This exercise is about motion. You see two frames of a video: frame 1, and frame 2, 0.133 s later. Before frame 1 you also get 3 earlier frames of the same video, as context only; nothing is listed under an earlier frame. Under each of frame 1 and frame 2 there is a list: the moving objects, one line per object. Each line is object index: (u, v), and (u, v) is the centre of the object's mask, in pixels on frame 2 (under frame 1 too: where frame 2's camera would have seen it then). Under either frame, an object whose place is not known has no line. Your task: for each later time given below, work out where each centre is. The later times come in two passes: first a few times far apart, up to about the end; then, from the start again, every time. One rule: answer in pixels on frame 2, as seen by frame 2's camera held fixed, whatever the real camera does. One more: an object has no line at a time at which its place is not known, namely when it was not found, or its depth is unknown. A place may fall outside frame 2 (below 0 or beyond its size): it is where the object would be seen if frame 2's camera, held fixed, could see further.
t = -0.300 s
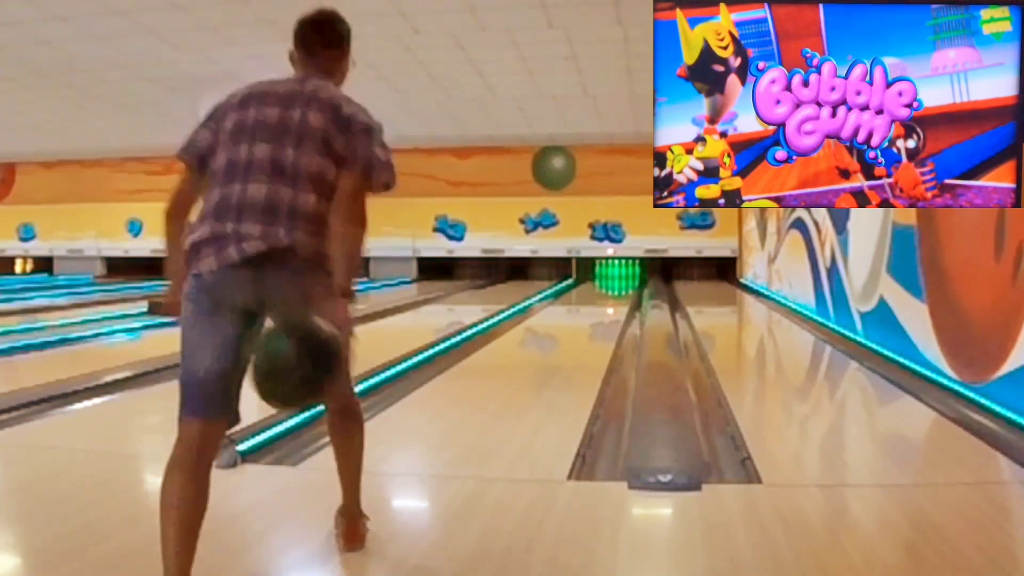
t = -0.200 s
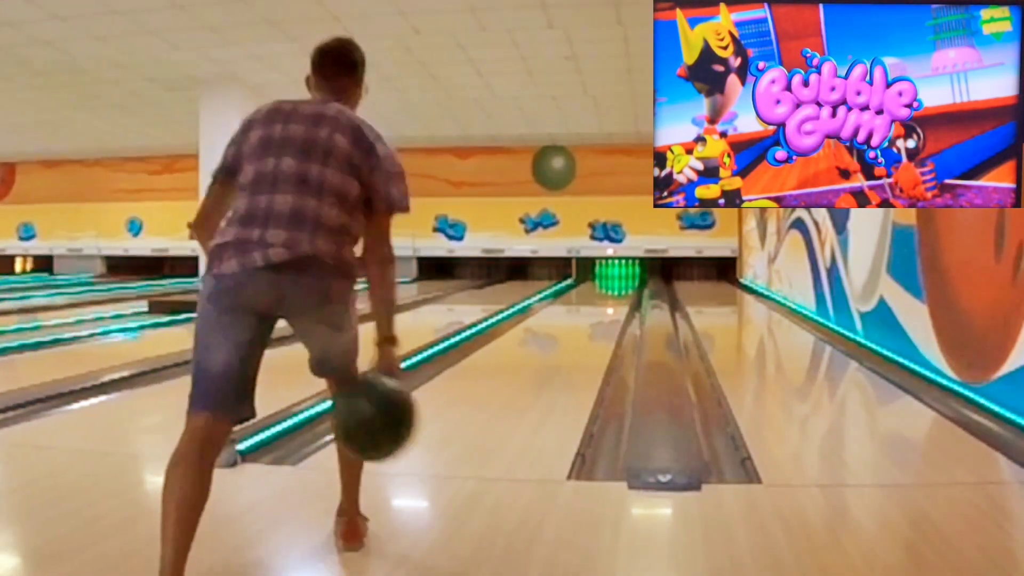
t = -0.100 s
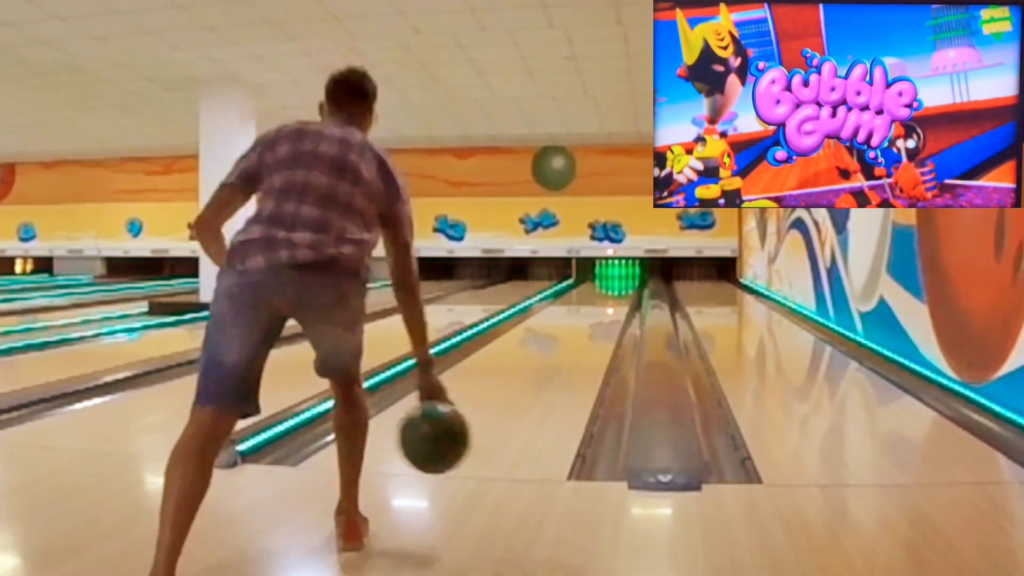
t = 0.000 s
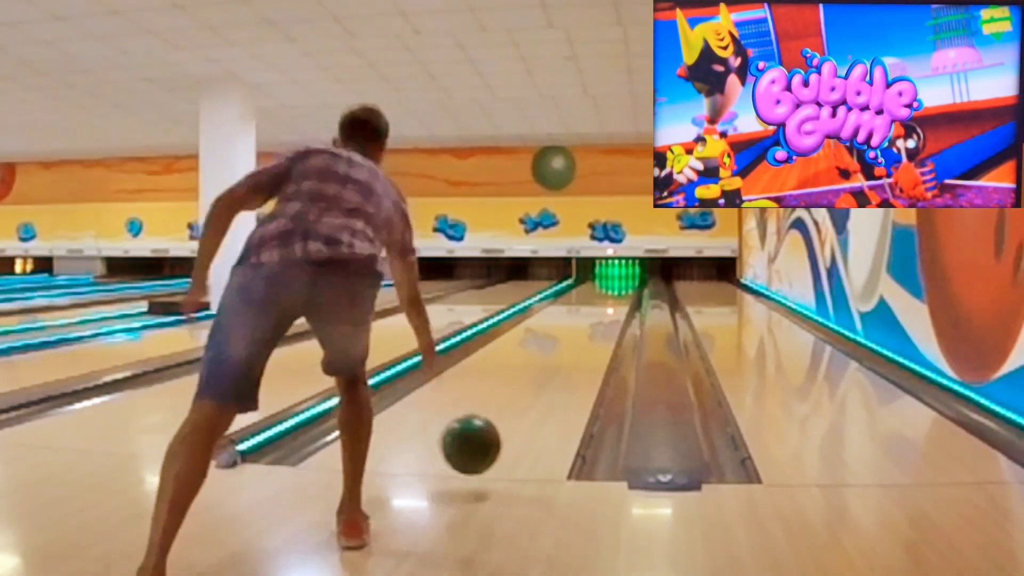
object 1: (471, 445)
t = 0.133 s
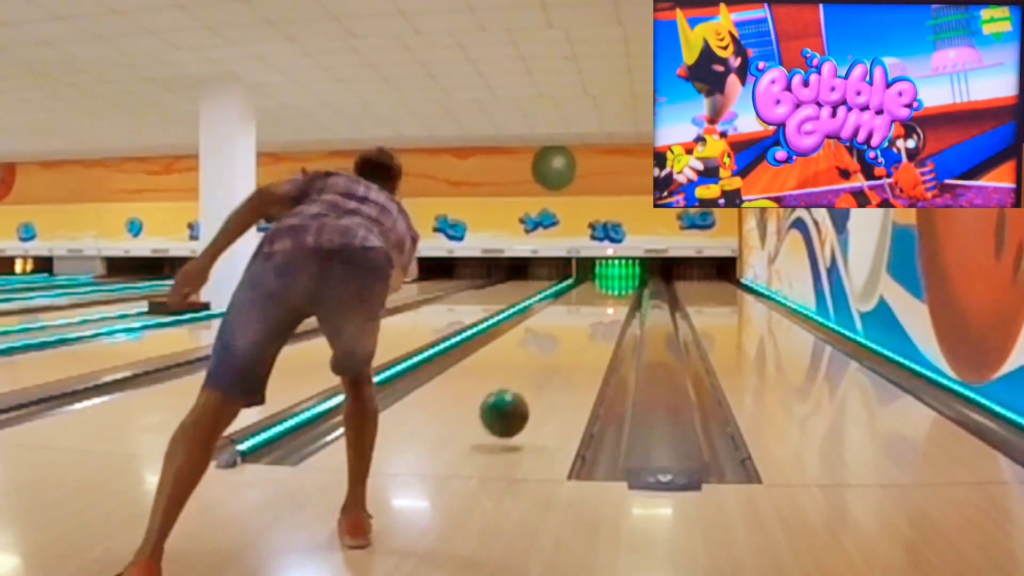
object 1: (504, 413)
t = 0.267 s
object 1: (527, 395)
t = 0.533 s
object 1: (556, 359)
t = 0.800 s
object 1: (575, 338)
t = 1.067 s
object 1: (587, 322)
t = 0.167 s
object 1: (510, 408)
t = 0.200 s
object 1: (516, 405)
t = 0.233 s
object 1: (522, 402)
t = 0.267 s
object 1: (527, 395)
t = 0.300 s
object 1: (532, 390)
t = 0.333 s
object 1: (536, 385)
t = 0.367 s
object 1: (540, 380)
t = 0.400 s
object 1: (544, 375)
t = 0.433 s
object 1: (548, 371)
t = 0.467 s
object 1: (550, 367)
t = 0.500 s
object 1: (554, 363)
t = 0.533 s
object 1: (556, 359)
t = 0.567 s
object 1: (560, 356)
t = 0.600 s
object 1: (562, 353)
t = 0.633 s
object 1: (565, 350)
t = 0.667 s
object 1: (567, 347)
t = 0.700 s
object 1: (569, 344)
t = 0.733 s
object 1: (571, 343)
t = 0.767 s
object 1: (572, 339)
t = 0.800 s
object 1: (575, 338)
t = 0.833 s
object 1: (577, 335)
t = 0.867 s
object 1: (579, 333)
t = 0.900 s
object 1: (580, 331)
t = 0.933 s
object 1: (582, 330)
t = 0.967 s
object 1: (583, 327)
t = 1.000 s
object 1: (585, 326)
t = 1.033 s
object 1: (586, 324)
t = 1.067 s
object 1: (587, 322)
